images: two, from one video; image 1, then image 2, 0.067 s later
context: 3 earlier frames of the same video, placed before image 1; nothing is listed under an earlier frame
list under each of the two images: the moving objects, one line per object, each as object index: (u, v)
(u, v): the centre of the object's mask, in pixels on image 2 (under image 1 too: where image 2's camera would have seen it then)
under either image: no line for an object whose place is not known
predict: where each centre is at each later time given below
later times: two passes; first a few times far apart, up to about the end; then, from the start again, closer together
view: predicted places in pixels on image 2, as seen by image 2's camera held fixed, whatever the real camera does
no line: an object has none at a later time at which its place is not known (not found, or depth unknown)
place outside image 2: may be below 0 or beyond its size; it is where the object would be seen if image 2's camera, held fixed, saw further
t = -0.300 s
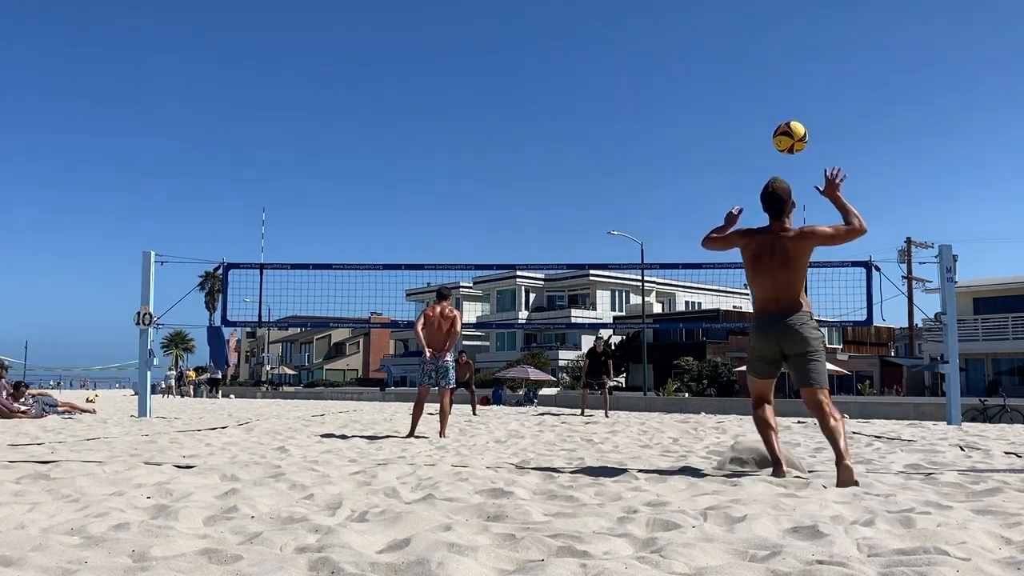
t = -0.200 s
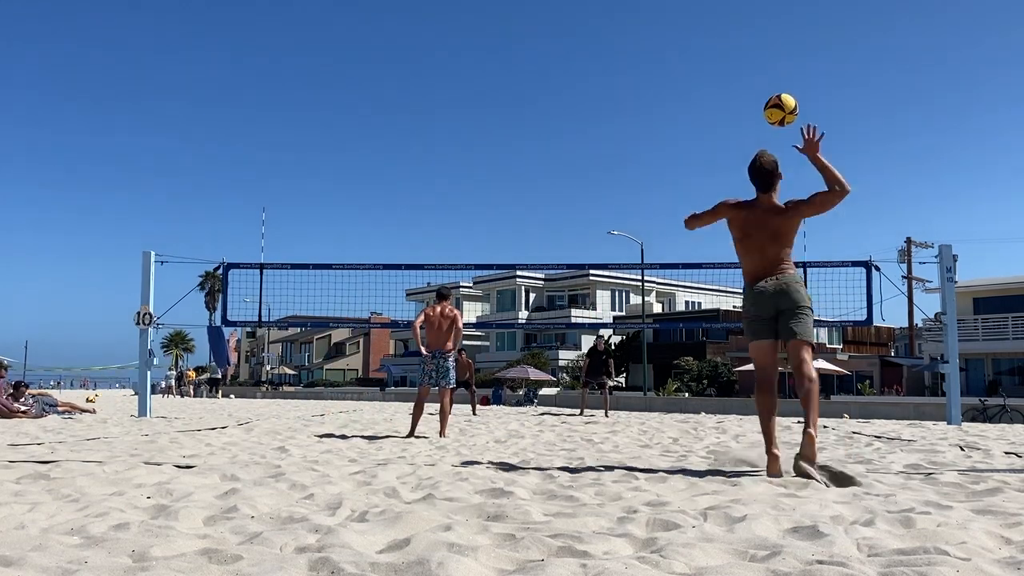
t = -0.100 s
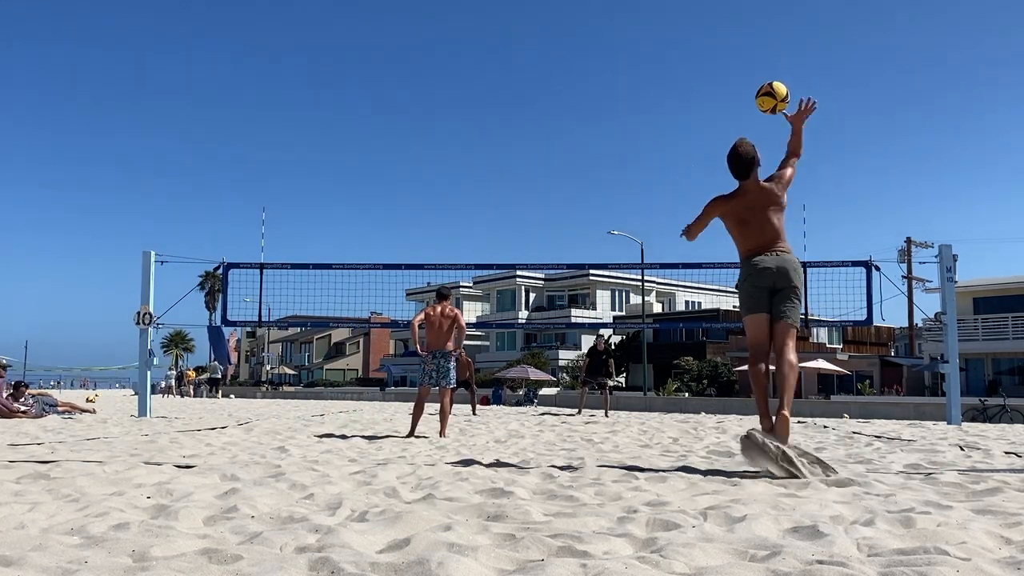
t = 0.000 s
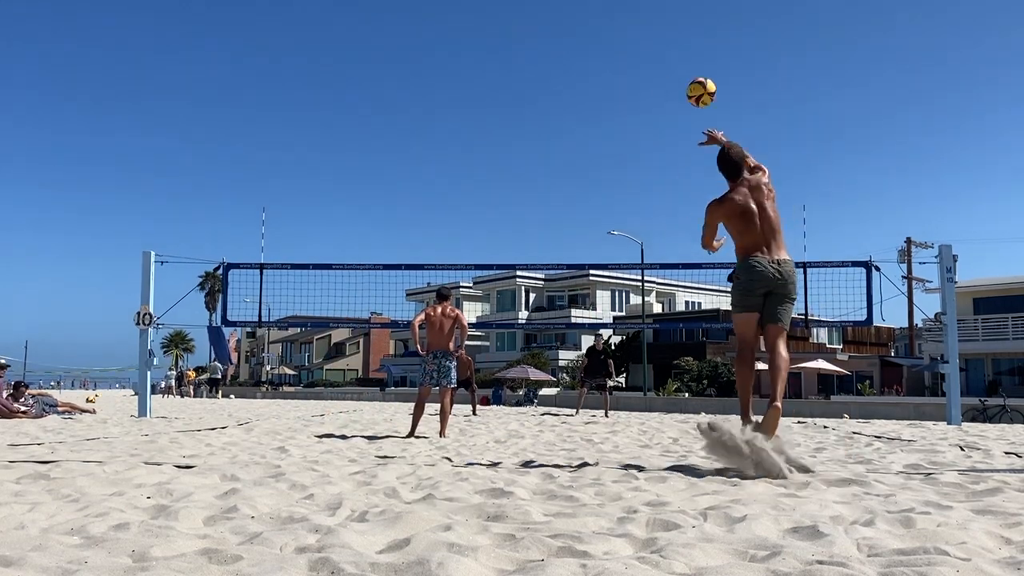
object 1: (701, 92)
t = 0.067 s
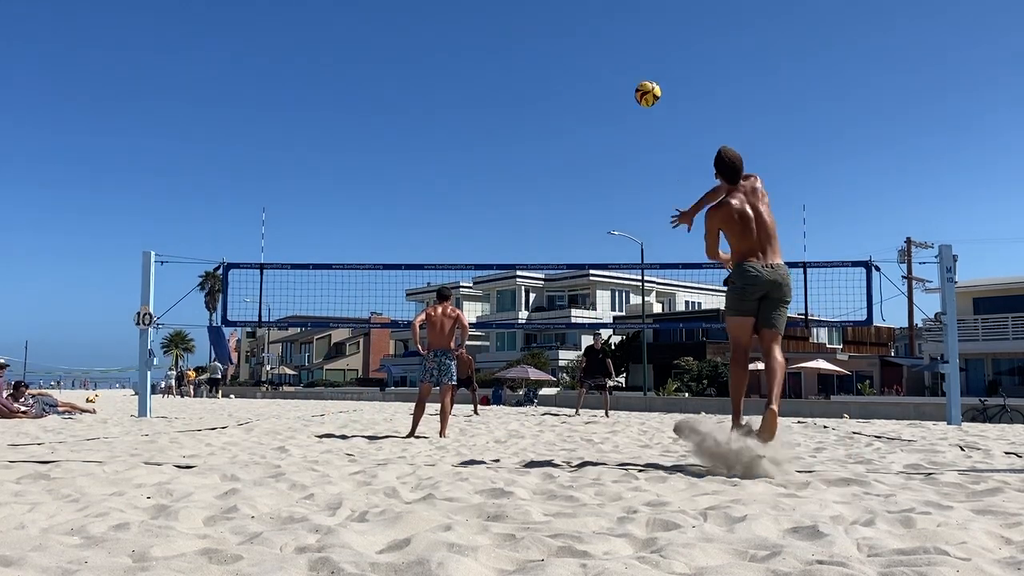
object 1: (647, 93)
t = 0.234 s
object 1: (557, 115)
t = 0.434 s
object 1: (492, 158)
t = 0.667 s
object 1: (447, 219)
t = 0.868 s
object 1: (420, 278)
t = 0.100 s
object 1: (625, 96)
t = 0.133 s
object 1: (605, 100)
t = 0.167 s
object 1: (587, 104)
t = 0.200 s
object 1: (572, 110)
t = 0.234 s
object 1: (557, 115)
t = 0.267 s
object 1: (544, 122)
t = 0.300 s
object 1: (531, 129)
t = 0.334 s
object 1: (520, 136)
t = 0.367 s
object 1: (510, 143)
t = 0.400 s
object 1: (501, 150)
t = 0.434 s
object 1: (492, 158)
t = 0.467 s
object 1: (484, 166)
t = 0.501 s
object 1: (477, 174)
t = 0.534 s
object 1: (471, 183)
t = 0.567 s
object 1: (464, 192)
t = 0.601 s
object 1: (458, 201)
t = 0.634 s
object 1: (452, 210)
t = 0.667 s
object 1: (447, 219)
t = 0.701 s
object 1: (442, 229)
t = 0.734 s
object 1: (437, 239)
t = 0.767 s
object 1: (432, 249)
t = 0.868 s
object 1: (420, 278)
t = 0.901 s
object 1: (416, 288)
